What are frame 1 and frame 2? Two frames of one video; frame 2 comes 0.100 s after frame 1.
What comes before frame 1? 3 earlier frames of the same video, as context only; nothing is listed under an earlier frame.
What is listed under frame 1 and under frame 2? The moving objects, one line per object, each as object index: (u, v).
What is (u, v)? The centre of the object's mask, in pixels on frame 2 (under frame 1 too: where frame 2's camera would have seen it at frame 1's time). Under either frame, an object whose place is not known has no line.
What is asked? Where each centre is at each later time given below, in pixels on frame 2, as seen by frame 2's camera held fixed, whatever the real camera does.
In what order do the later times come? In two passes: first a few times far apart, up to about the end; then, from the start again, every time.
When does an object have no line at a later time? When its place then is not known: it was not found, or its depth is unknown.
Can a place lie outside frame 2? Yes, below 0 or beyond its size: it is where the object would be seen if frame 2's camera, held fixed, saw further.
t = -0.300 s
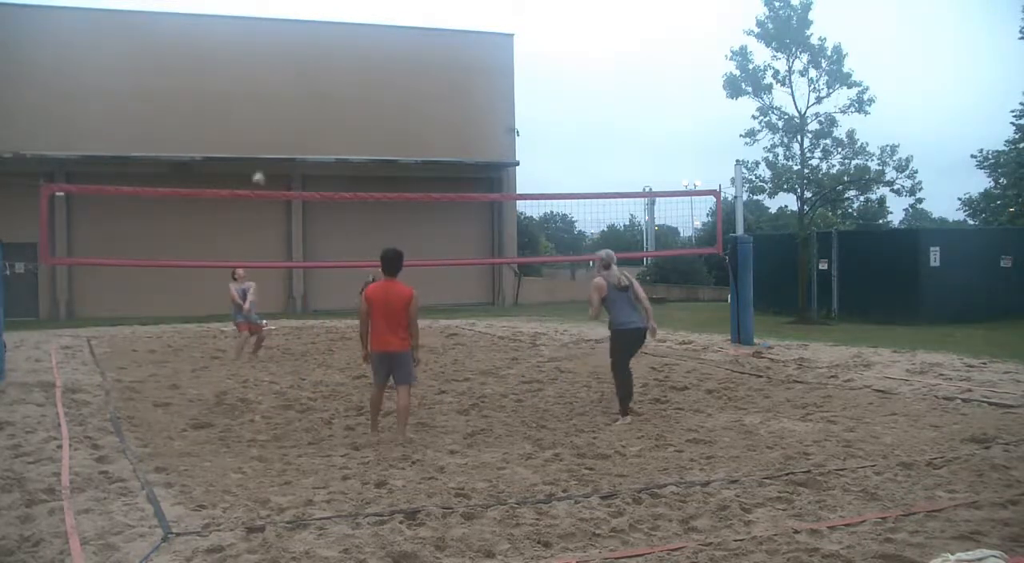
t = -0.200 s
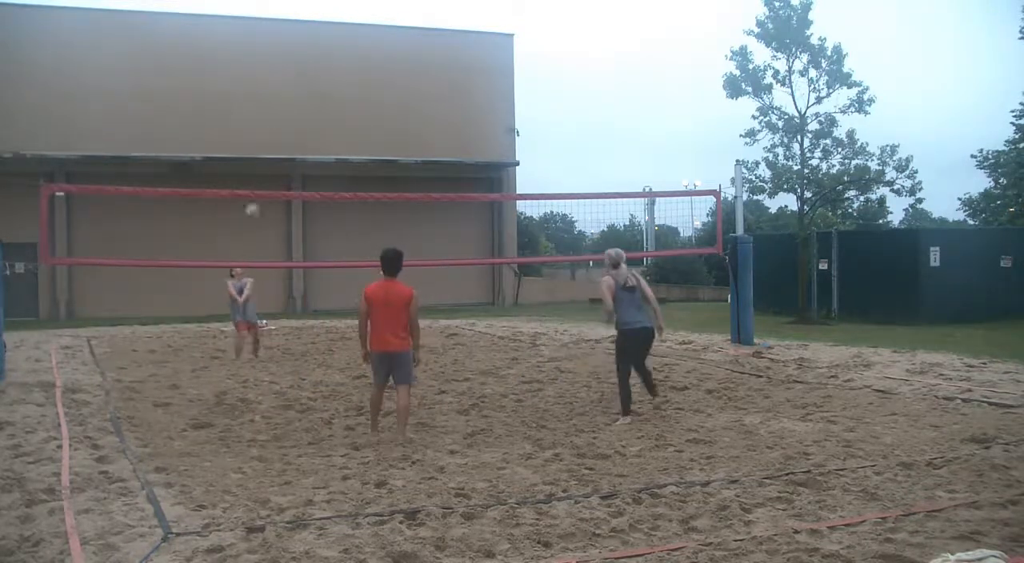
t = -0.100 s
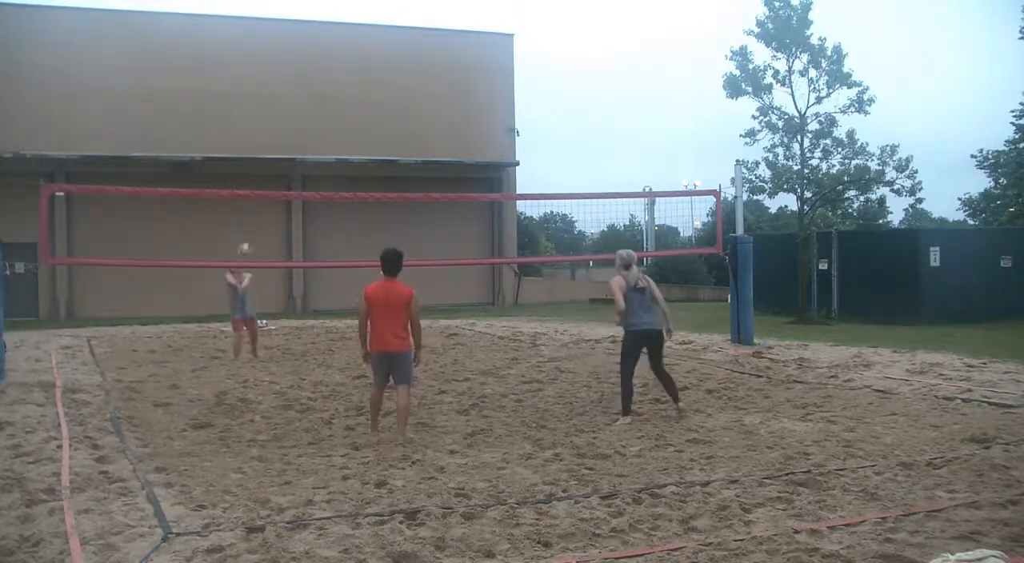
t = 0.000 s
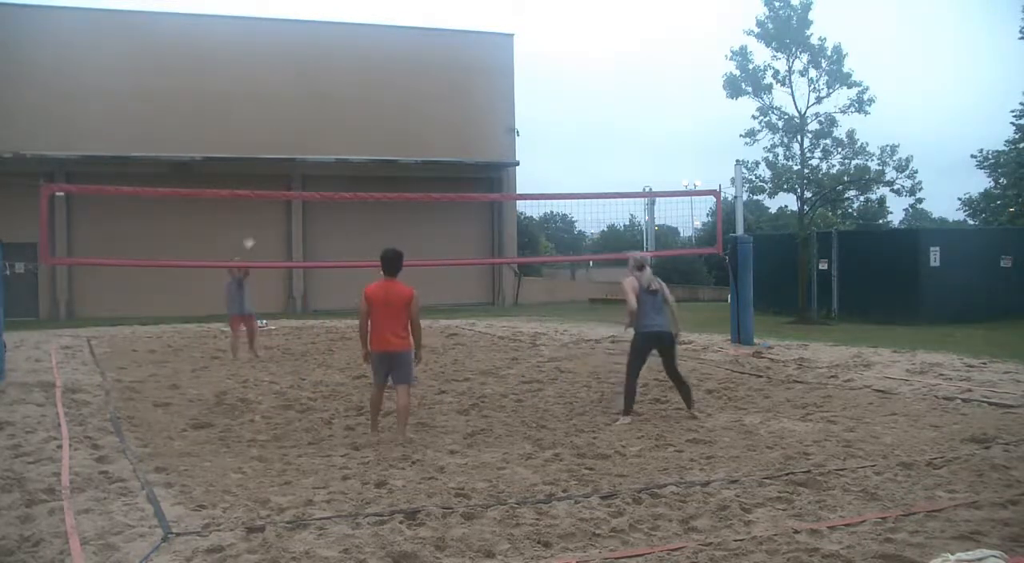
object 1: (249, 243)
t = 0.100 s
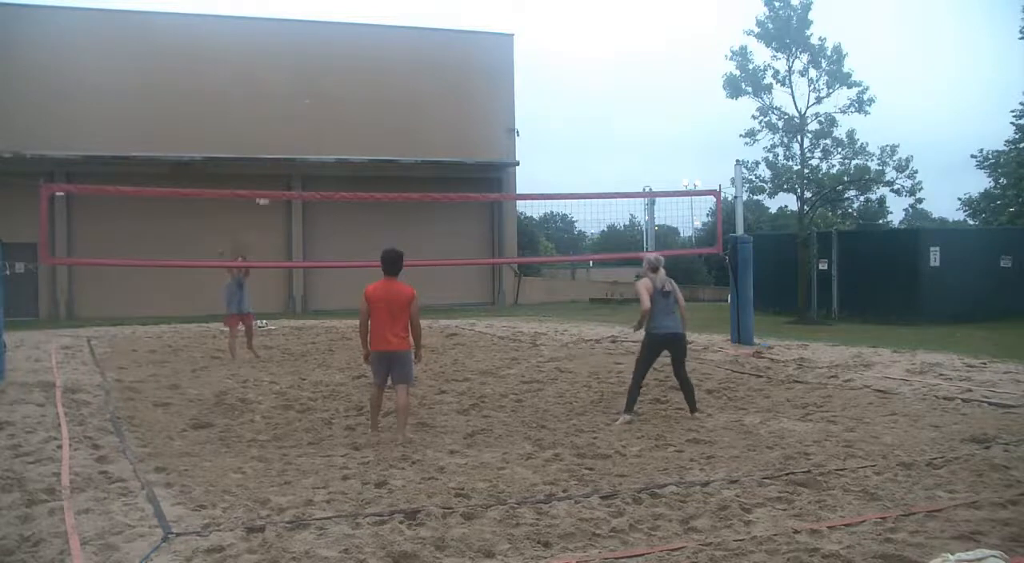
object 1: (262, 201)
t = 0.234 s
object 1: (281, 152)
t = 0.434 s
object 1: (309, 107)
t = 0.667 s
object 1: (340, 83)
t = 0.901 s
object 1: (370, 93)
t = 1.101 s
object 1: (396, 128)
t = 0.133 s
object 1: (267, 186)
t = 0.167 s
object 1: (271, 176)
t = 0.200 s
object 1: (275, 165)
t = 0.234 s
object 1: (281, 152)
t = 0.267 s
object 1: (287, 145)
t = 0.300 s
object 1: (292, 135)
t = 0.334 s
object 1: (294, 128)
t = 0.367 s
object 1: (300, 120)
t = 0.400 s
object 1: (304, 113)
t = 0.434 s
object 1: (309, 107)
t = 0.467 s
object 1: (312, 101)
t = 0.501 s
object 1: (317, 96)
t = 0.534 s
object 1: (321, 93)
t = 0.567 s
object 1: (326, 90)
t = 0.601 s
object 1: (331, 86)
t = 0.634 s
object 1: (335, 84)
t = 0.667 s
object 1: (340, 83)
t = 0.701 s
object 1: (345, 82)
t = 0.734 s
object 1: (348, 82)
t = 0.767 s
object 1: (352, 83)
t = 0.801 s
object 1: (358, 85)
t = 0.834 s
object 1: (362, 88)
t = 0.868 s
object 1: (365, 90)
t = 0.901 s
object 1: (370, 93)
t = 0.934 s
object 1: (375, 97)
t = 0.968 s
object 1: (378, 102)
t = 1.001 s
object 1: (383, 108)
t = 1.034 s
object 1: (388, 113)
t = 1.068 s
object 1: (392, 120)
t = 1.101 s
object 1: (396, 128)
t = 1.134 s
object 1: (400, 135)
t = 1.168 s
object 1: (404, 143)
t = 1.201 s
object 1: (409, 153)
